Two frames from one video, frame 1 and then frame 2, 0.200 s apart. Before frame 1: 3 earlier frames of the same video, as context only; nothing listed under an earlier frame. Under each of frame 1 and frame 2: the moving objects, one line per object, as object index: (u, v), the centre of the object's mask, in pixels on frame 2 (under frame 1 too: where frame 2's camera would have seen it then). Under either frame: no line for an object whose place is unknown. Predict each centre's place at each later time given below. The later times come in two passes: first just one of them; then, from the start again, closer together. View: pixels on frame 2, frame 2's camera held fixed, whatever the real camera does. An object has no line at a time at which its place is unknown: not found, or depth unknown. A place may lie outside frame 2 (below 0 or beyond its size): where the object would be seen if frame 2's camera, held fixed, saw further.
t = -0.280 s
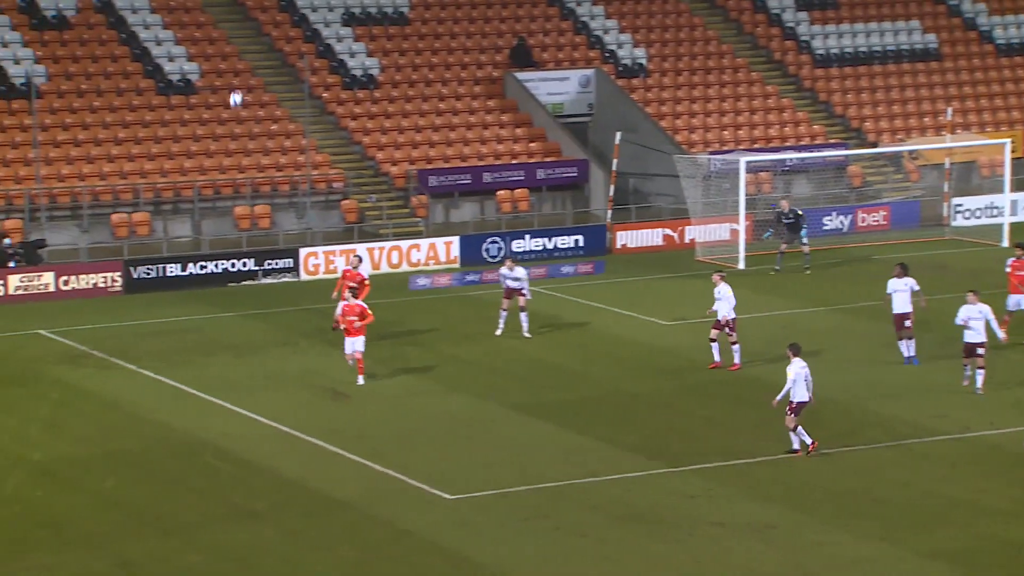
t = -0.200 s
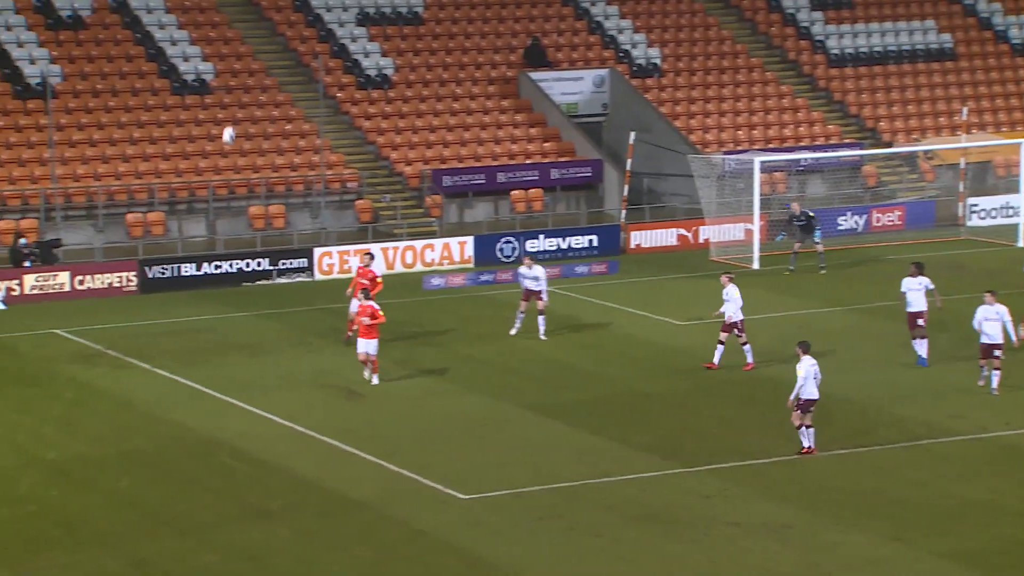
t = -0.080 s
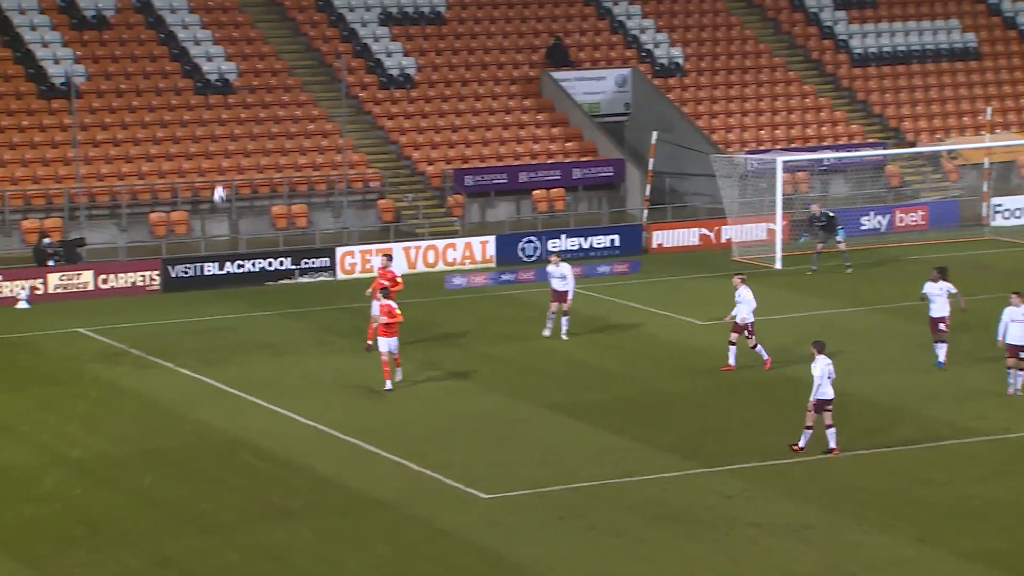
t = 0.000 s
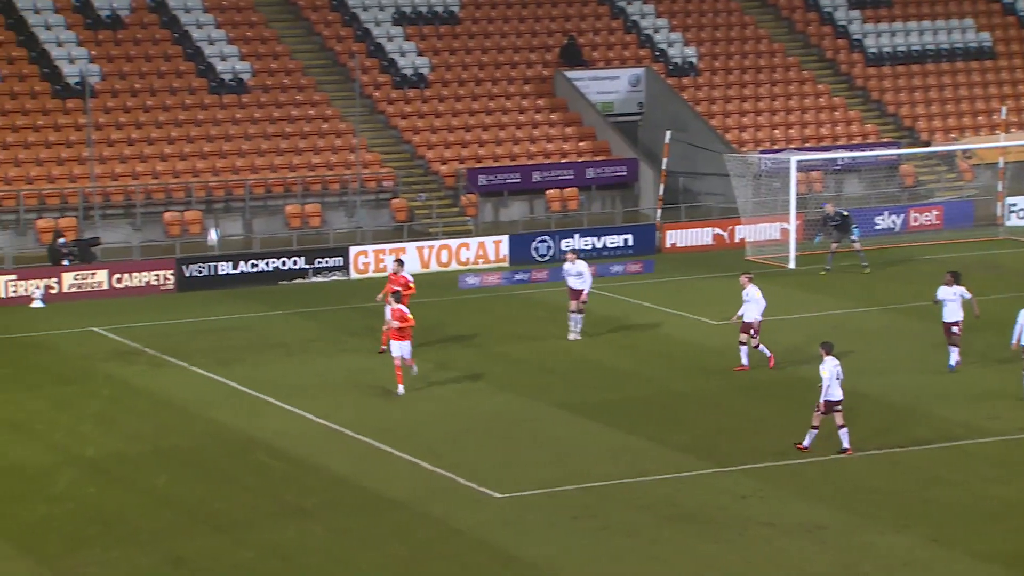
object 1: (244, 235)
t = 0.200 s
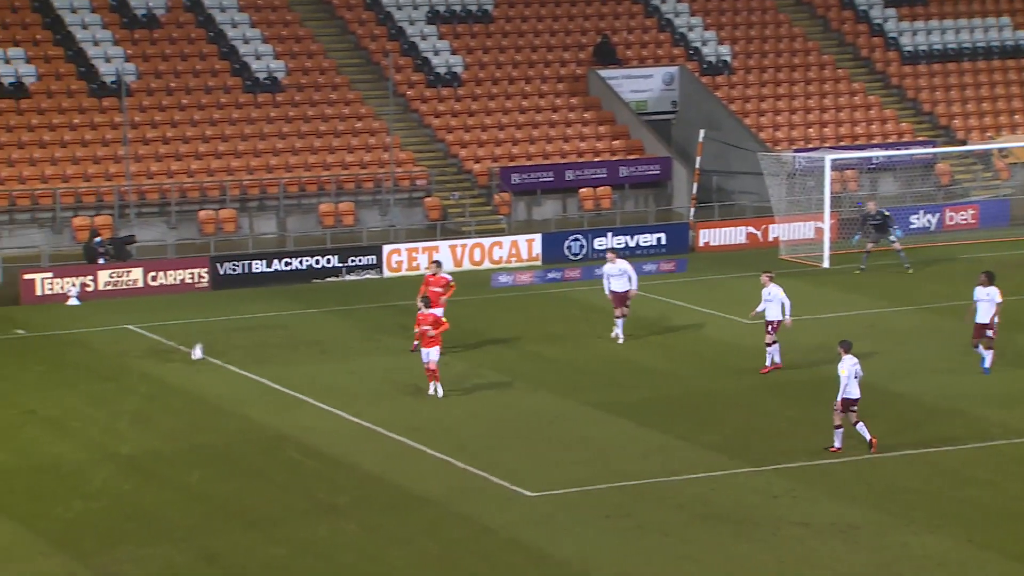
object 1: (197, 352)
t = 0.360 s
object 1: (174, 292)
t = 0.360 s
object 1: (174, 292)
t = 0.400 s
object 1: (170, 277)
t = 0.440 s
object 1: (164, 263)
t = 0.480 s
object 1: (159, 251)
